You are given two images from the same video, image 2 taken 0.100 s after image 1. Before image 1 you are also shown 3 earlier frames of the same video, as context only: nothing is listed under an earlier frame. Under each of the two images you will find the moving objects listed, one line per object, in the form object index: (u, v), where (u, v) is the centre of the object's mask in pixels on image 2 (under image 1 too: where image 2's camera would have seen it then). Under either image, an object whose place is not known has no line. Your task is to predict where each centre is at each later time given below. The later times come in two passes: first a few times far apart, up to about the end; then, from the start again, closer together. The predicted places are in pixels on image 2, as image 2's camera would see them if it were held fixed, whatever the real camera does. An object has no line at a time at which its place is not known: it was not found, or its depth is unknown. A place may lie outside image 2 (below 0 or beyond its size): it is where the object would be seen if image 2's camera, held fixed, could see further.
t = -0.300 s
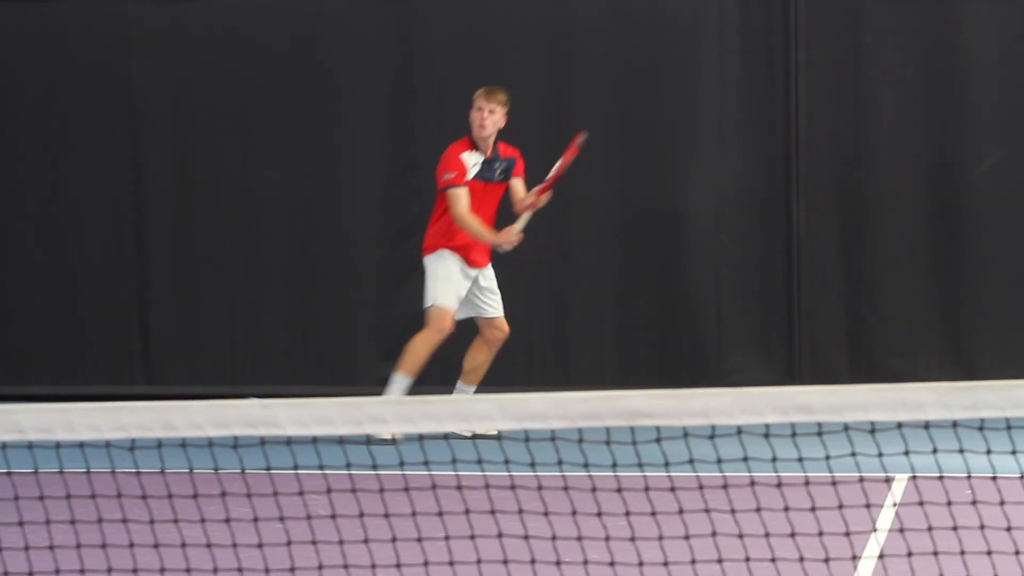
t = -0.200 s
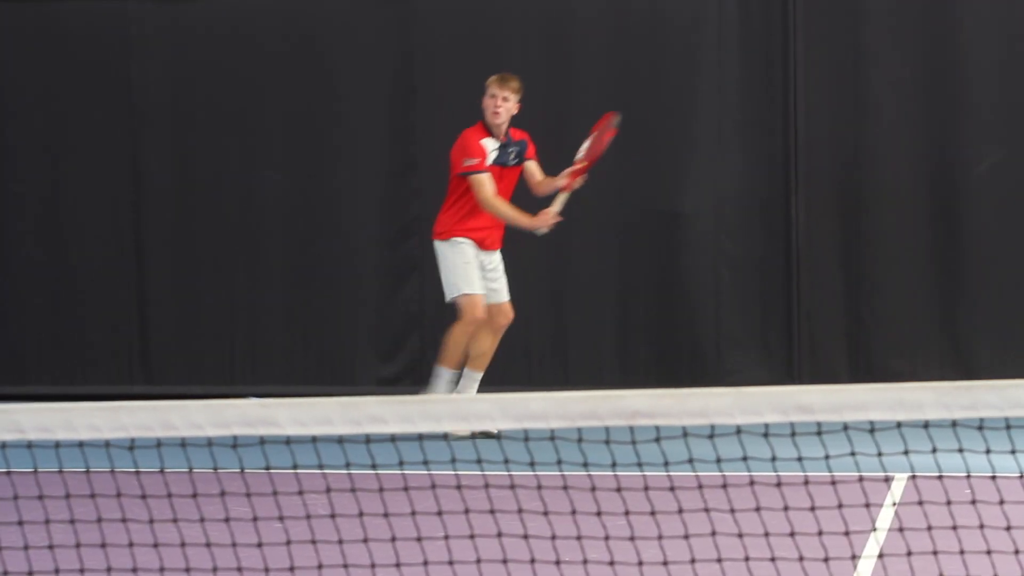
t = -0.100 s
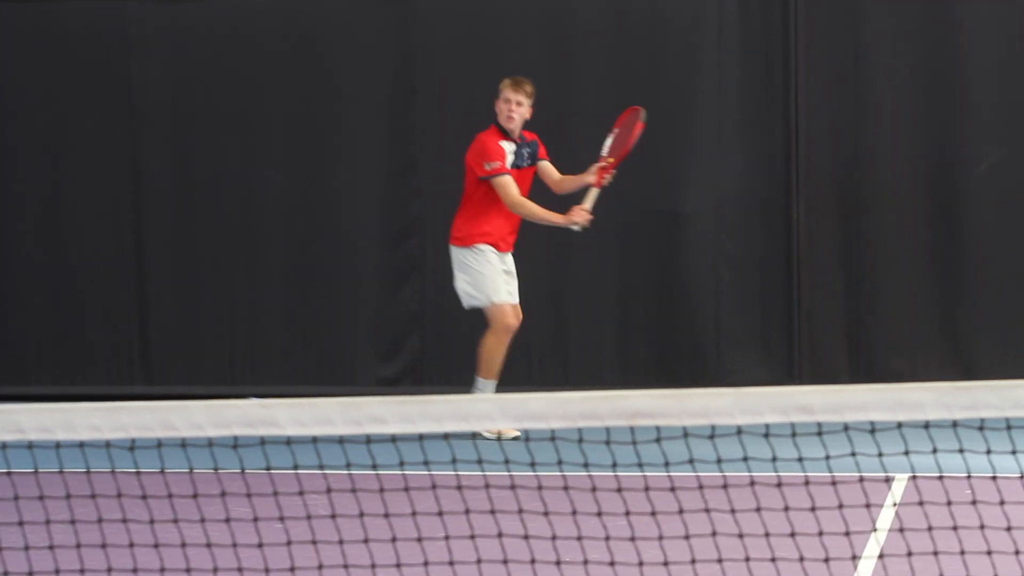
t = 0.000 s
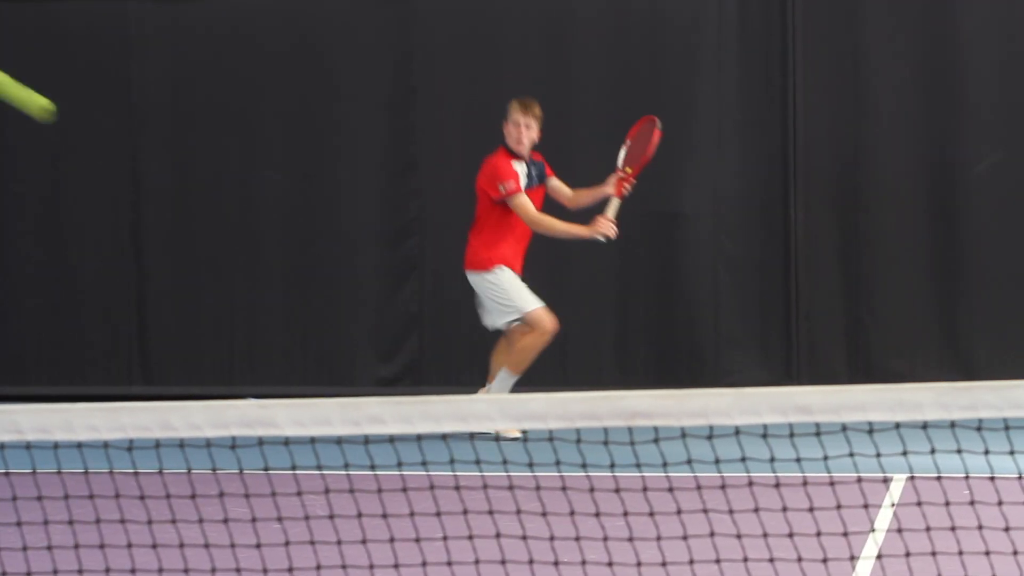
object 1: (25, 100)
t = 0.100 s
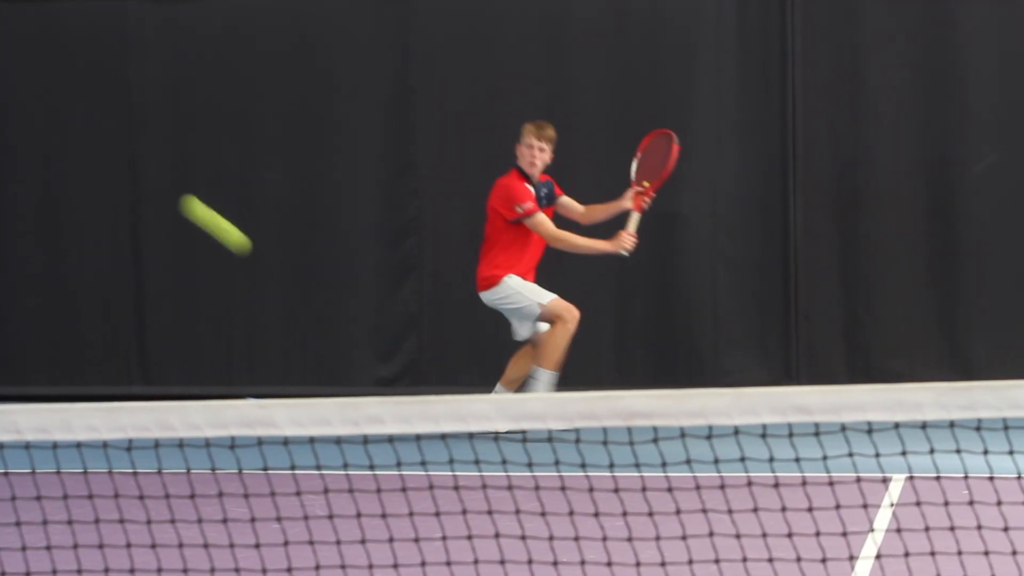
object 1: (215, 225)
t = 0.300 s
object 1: (518, 492)
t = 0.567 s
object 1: (630, 310)
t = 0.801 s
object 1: (694, 263)
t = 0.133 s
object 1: (274, 270)
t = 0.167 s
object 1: (329, 314)
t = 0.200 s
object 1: (380, 359)
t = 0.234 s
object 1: (413, 386)
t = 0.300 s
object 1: (518, 492)
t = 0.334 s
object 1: (549, 507)
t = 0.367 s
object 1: (562, 468)
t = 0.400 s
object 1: (572, 439)
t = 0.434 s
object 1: (591, 388)
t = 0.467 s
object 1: (597, 375)
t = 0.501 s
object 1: (609, 350)
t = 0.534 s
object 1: (619, 329)
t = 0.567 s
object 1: (630, 310)
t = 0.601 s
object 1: (641, 294)
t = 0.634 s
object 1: (649, 283)
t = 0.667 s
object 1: (659, 274)
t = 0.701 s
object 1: (668, 267)
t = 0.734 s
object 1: (677, 263)
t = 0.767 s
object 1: (686, 262)
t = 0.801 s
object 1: (694, 263)
